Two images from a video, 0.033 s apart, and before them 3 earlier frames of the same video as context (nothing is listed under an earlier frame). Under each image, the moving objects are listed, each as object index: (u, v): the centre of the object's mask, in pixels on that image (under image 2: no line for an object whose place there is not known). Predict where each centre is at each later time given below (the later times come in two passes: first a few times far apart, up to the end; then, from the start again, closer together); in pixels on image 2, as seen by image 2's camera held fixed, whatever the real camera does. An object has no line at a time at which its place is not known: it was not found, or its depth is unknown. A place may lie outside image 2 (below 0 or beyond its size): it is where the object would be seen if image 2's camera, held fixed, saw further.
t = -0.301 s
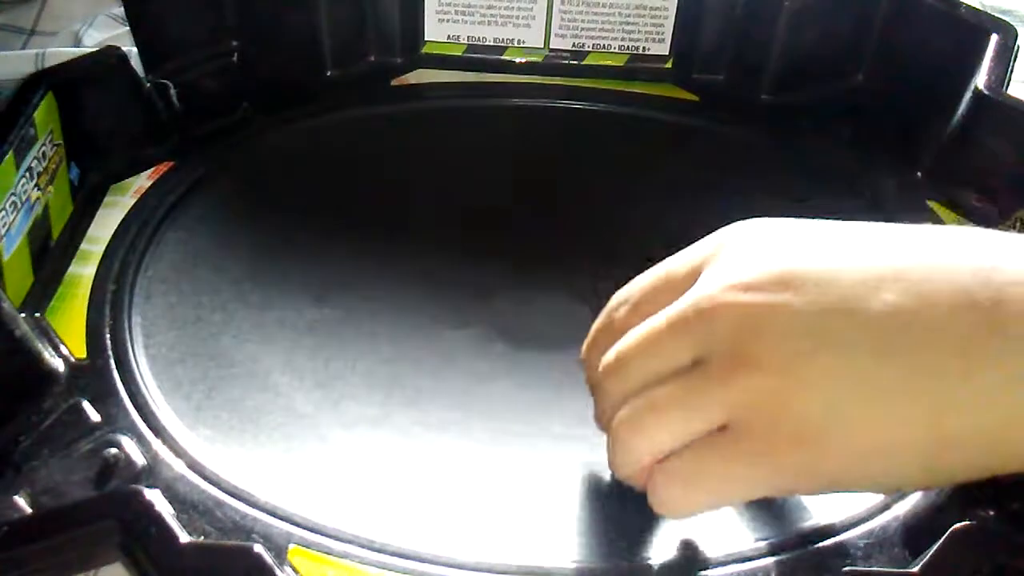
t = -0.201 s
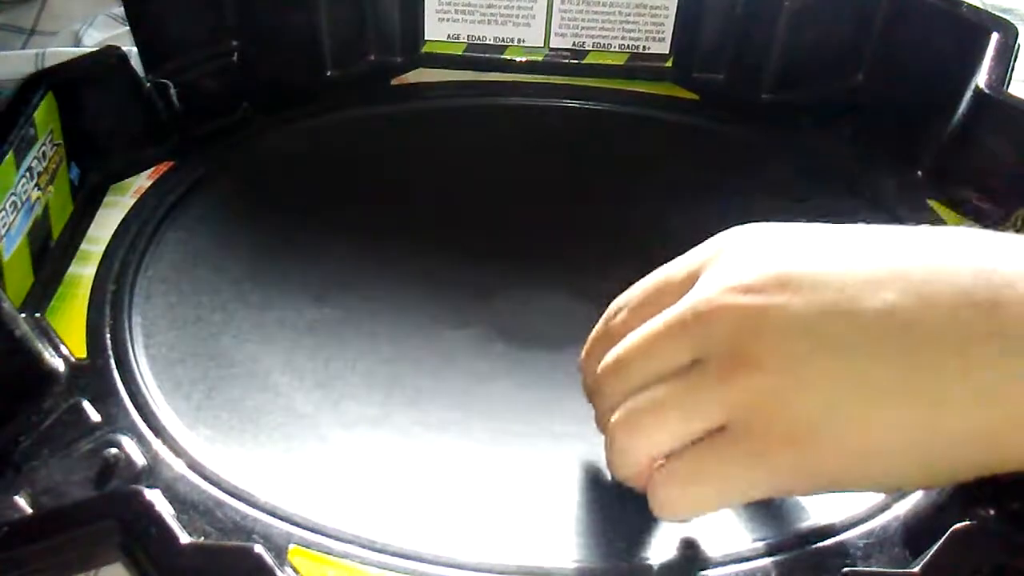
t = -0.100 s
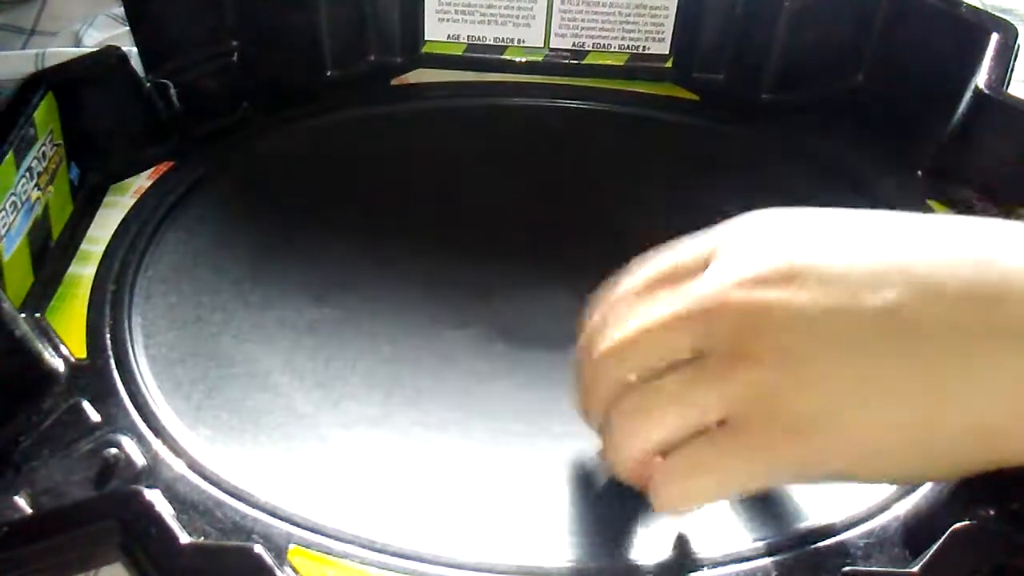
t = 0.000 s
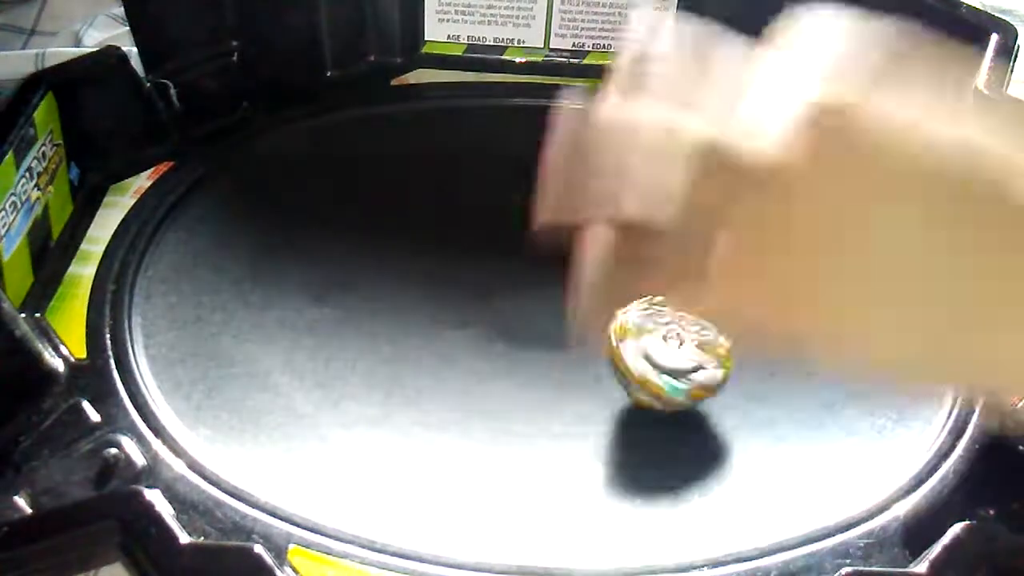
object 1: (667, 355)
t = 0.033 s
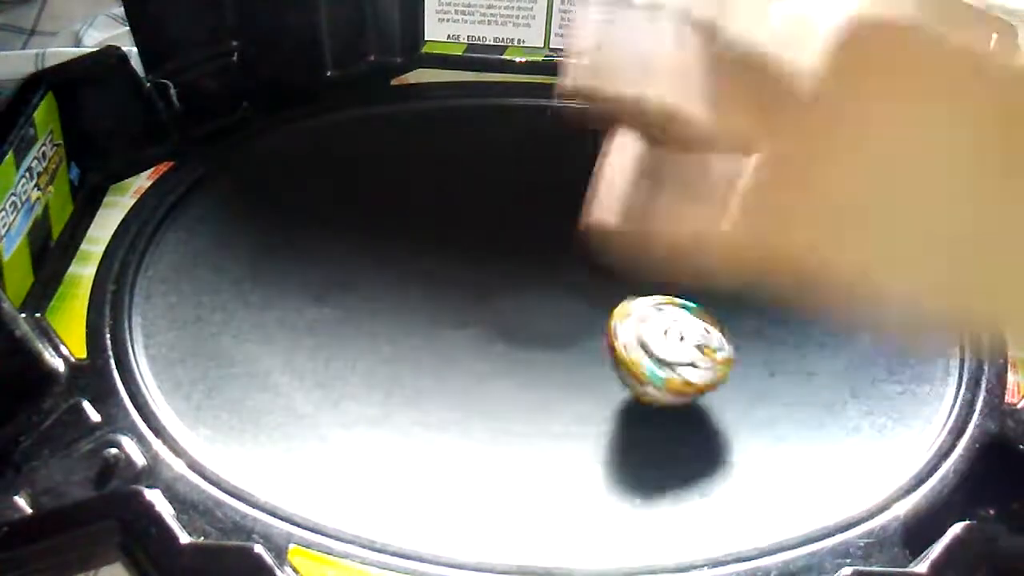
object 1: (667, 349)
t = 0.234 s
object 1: (659, 321)
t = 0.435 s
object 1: (608, 300)
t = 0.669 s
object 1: (567, 312)
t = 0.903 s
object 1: (567, 316)
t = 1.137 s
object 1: (564, 311)
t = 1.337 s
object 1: (562, 312)
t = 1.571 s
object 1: (562, 312)
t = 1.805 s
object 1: (562, 312)
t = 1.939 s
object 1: (562, 312)
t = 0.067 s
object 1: (668, 346)
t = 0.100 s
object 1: (669, 342)
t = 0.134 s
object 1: (669, 338)
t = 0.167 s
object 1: (668, 331)
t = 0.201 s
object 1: (664, 327)
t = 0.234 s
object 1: (659, 321)
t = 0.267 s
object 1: (652, 317)
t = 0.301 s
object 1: (644, 312)
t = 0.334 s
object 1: (636, 308)
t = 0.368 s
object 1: (627, 303)
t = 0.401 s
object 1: (617, 302)
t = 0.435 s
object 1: (608, 300)
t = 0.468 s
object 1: (598, 299)
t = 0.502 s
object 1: (589, 299)
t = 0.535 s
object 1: (583, 300)
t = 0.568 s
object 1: (576, 303)
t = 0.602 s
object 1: (572, 306)
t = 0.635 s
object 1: (569, 309)
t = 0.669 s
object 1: (567, 312)
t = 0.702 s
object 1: (565, 314)
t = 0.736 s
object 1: (566, 316)
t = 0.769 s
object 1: (566, 316)
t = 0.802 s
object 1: (567, 316)
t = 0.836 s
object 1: (567, 316)
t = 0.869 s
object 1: (567, 317)
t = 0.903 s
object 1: (567, 316)
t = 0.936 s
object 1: (566, 316)
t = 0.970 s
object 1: (566, 316)
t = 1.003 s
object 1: (566, 315)
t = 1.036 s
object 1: (565, 314)
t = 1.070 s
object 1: (565, 311)
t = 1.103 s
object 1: (565, 310)
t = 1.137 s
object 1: (564, 311)
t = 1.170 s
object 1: (563, 312)
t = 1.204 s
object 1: (563, 313)
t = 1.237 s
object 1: (563, 312)
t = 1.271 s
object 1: (563, 312)
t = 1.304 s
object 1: (562, 312)
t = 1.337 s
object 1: (562, 312)
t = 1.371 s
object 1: (562, 312)
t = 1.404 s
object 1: (562, 312)
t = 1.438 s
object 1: (562, 312)
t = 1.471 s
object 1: (562, 312)
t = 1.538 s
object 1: (562, 312)
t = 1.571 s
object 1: (562, 312)
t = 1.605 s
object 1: (562, 312)
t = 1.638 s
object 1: (562, 312)
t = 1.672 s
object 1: (562, 312)
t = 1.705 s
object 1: (562, 312)
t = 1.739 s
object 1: (562, 312)
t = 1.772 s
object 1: (562, 312)
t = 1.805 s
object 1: (562, 312)
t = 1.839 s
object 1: (562, 312)
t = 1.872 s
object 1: (562, 312)
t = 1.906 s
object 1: (562, 312)
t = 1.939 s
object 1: (562, 312)
